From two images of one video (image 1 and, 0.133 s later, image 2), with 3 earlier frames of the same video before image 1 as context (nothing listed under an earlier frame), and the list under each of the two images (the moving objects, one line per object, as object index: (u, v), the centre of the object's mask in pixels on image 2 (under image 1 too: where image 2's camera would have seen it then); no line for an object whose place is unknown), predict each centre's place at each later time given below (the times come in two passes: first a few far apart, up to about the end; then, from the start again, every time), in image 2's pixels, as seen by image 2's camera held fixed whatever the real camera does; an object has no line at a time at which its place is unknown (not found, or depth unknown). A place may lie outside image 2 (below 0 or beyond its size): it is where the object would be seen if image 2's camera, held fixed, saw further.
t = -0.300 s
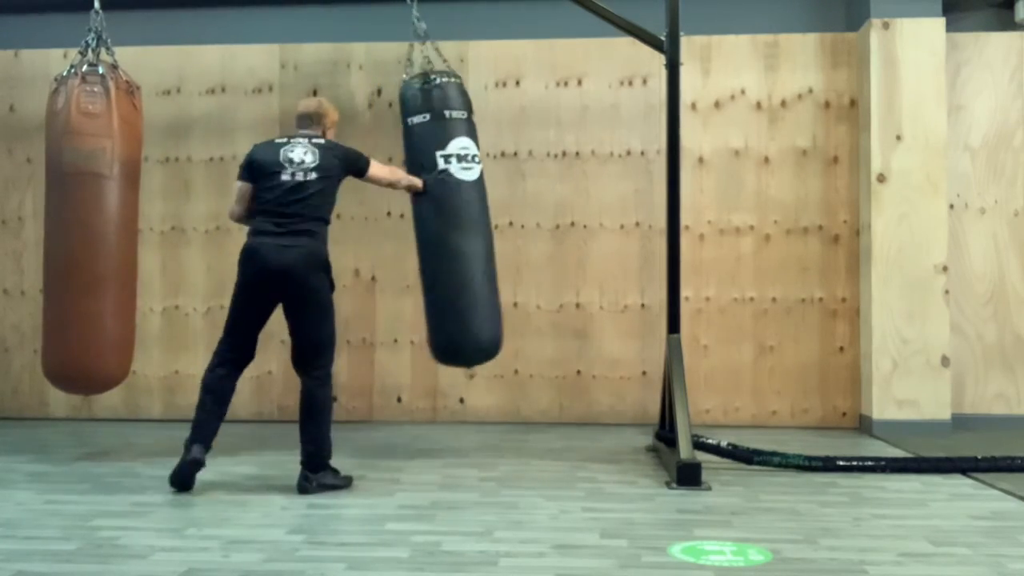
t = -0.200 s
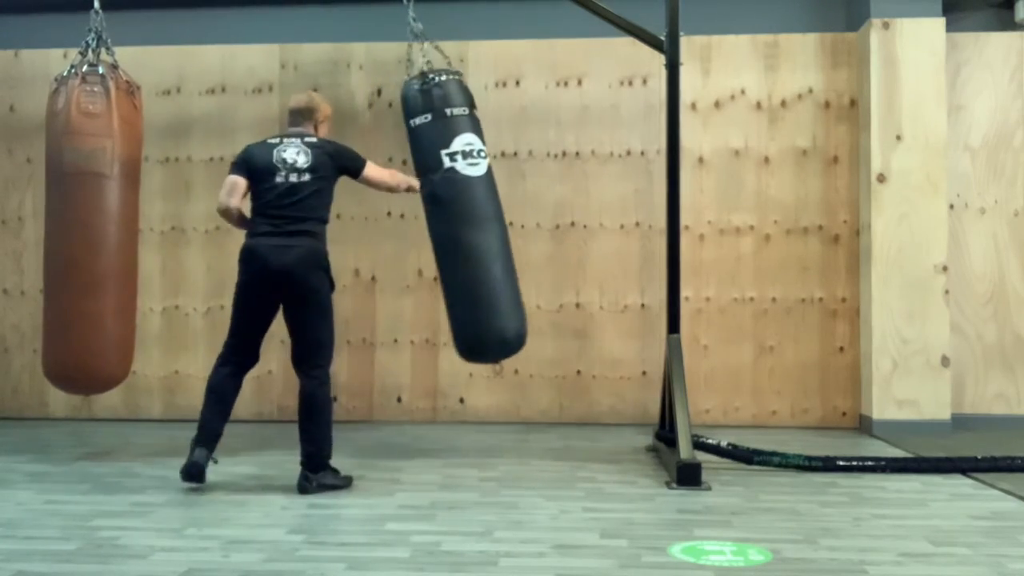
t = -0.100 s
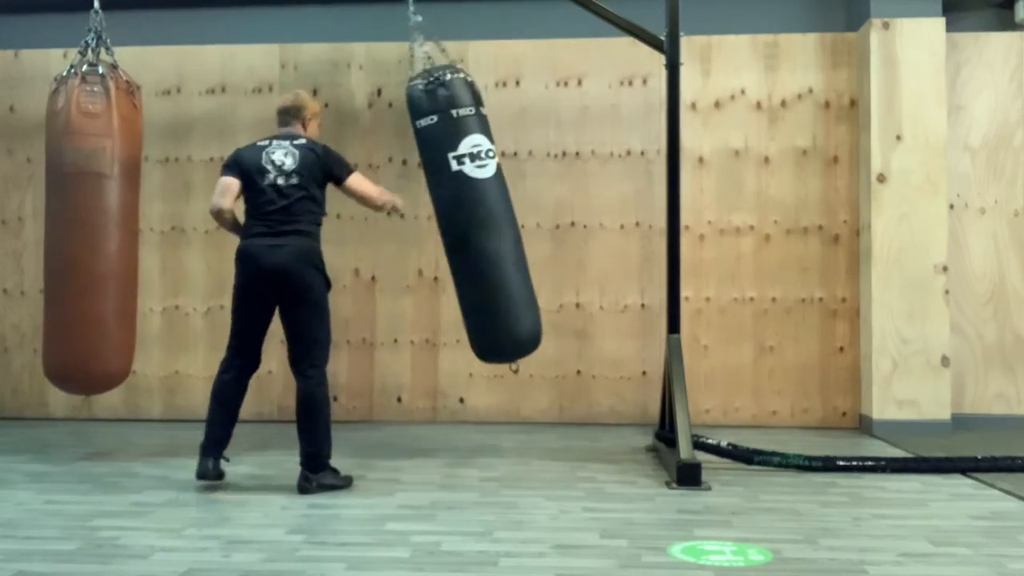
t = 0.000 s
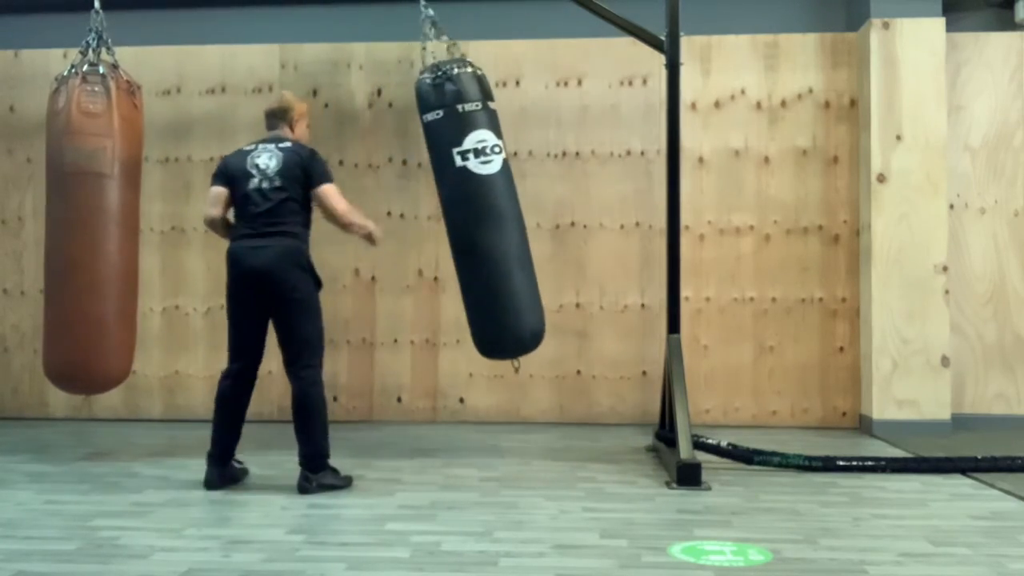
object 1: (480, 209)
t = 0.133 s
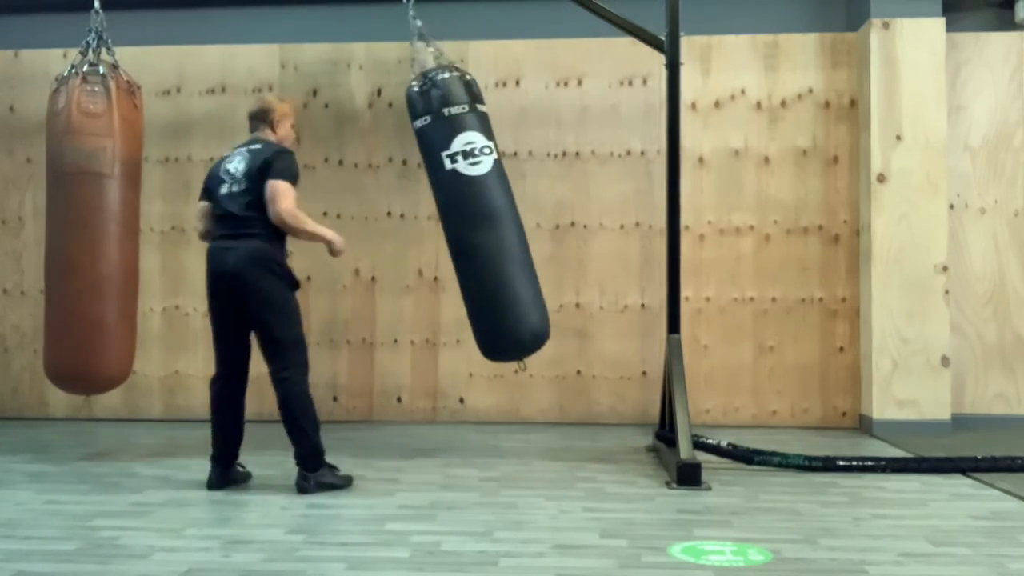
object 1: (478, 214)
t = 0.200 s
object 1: (472, 214)
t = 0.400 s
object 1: (450, 219)
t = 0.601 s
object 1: (409, 225)
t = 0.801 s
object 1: (370, 226)
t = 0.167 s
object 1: (475, 214)
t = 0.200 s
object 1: (472, 214)
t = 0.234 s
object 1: (470, 215)
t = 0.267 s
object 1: (466, 216)
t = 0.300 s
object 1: (463, 218)
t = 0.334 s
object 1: (460, 219)
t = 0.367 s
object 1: (456, 218)
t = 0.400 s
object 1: (450, 219)
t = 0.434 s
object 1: (445, 220)
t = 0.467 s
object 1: (438, 222)
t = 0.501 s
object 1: (431, 224)
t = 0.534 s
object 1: (423, 225)
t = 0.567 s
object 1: (416, 224)
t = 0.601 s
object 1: (409, 225)
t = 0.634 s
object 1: (402, 226)
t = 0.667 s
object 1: (396, 227)
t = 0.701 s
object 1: (389, 227)
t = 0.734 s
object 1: (383, 226)
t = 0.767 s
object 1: (377, 225)
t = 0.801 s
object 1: (370, 226)
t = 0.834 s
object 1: (363, 225)
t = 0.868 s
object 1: (356, 225)
